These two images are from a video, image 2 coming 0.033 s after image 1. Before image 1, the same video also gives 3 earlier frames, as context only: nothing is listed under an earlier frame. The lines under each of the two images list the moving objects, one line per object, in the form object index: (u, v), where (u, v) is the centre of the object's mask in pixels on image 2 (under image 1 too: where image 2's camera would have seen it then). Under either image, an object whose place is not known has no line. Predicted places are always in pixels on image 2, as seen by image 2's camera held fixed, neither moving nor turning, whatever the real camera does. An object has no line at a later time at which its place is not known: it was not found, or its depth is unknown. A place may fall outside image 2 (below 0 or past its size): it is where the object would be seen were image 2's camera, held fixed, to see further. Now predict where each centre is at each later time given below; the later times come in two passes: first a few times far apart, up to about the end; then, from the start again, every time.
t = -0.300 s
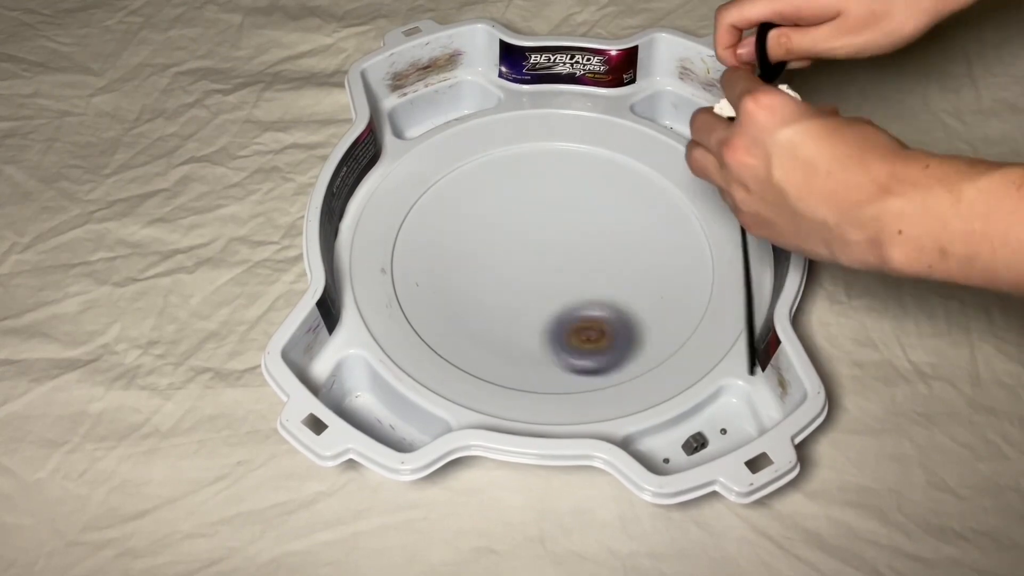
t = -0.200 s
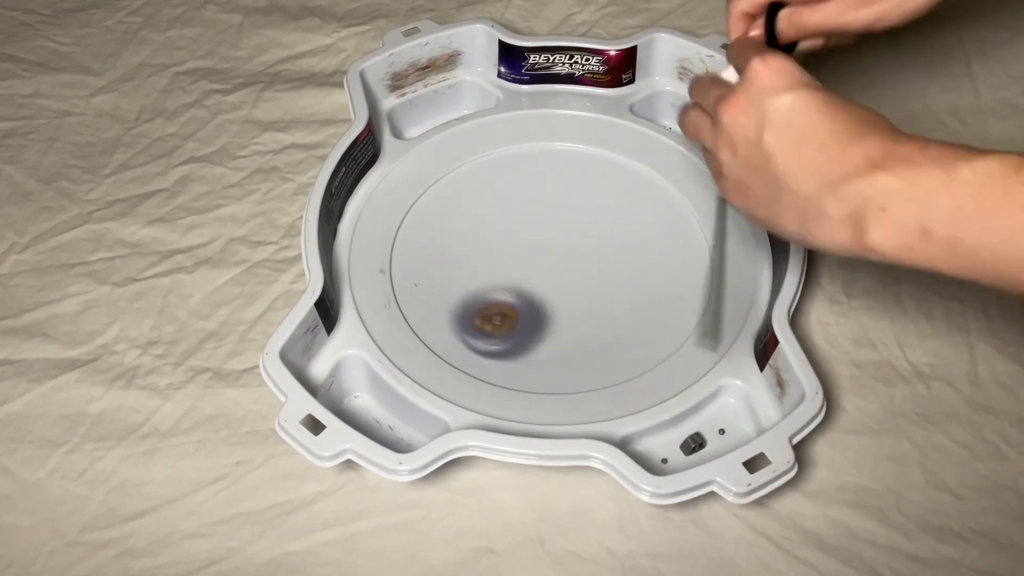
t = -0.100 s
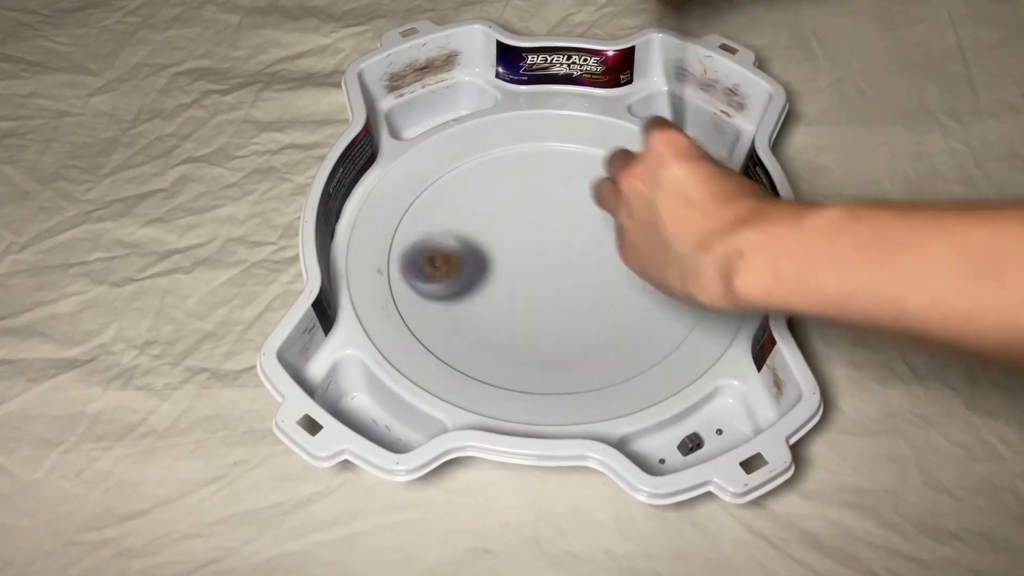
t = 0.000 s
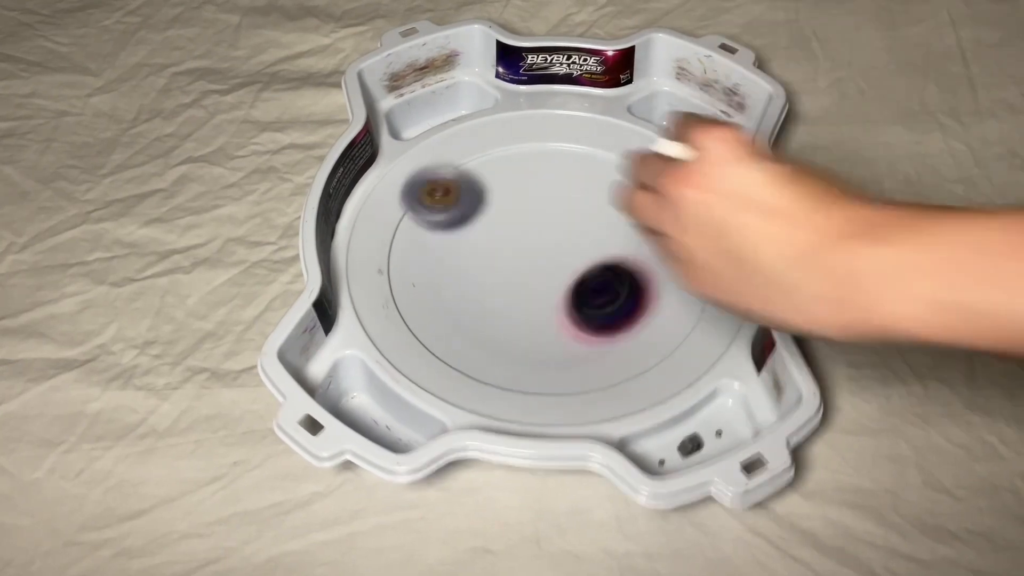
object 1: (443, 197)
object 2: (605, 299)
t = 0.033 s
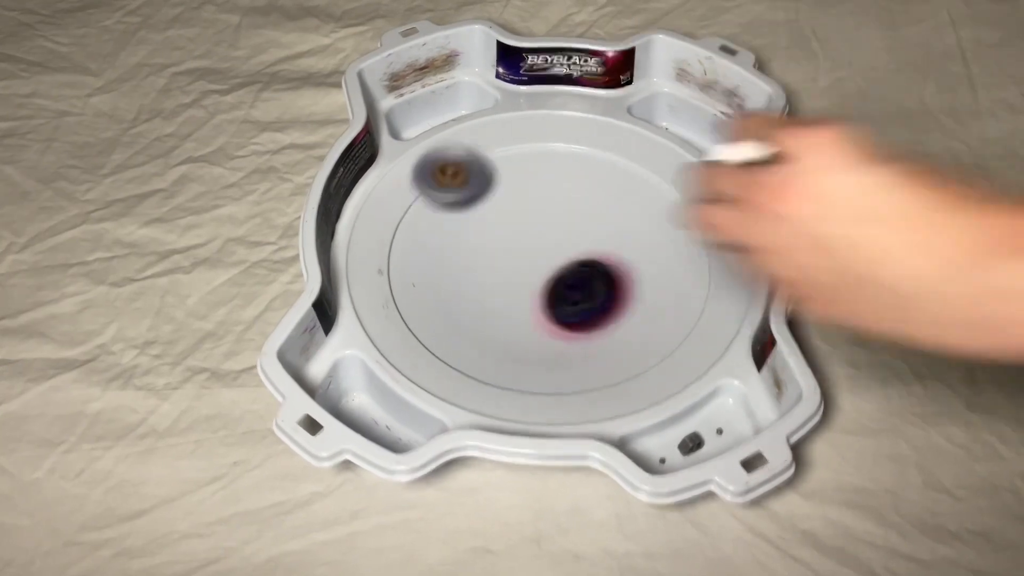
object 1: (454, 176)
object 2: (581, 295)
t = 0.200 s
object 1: (564, 134)
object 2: (481, 276)
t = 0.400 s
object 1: (685, 203)
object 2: (524, 273)
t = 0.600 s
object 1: (658, 327)
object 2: (648, 261)
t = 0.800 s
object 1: (482, 320)
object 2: (666, 215)
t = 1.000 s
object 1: (443, 198)
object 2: (588, 210)
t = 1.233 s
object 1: (578, 135)
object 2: (527, 293)
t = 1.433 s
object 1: (683, 219)
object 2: (595, 330)
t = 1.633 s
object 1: (700, 208)
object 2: (609, 343)
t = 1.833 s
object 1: (578, 187)
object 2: (599, 299)
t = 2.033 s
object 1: (482, 188)
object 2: (572, 233)
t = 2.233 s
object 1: (413, 145)
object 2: (560, 259)
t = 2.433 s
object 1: (533, 161)
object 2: (596, 281)
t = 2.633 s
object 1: (642, 162)
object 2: (580, 255)
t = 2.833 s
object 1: (617, 192)
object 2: (549, 258)
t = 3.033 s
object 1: (571, 183)
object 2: (532, 285)
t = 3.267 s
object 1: (520, 173)
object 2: (539, 276)
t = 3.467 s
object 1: (494, 191)
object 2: (547, 253)
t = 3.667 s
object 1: (471, 197)
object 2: (531, 243)
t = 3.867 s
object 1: (470, 201)
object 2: (532, 244)
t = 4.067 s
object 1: (486, 211)
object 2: (558, 241)
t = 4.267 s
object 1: (493, 223)
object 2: (574, 227)
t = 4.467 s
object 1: (508, 242)
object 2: (574, 217)
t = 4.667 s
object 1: (525, 262)
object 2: (568, 217)
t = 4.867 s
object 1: (540, 275)
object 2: (562, 221)
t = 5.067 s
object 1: (556, 292)
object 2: (552, 233)
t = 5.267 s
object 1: (585, 303)
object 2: (549, 249)
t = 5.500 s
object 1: (615, 307)
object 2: (547, 256)
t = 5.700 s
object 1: (621, 287)
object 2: (544, 255)
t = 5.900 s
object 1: (624, 252)
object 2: (537, 251)
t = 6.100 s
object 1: (618, 217)
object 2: (538, 246)
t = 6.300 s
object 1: (600, 189)
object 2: (543, 242)
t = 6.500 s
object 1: (579, 171)
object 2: (548, 239)
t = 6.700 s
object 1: (556, 166)
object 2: (556, 237)
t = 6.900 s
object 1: (532, 174)
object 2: (563, 237)
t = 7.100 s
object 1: (510, 194)
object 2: (566, 238)
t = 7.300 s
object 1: (494, 223)
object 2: (564, 241)
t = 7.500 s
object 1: (491, 255)
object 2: (560, 244)
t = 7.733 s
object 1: (507, 285)
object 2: (551, 243)
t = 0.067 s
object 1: (469, 158)
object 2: (556, 295)
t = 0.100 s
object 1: (487, 140)
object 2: (531, 292)
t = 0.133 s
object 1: (511, 133)
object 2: (510, 287)
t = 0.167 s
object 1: (538, 132)
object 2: (493, 281)
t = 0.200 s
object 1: (564, 134)
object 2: (481, 276)
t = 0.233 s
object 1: (591, 137)
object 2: (474, 272)
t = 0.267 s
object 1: (615, 144)
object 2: (474, 269)
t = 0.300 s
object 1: (636, 153)
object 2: (480, 269)
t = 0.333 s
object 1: (656, 168)
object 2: (492, 271)
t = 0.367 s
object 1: (672, 184)
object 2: (507, 272)
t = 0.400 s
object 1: (685, 203)
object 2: (524, 273)
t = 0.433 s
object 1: (693, 223)
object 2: (543, 274)
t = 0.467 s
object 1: (696, 244)
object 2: (564, 274)
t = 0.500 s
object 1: (693, 265)
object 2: (586, 275)
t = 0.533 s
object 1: (684, 285)
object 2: (607, 273)
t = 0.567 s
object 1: (676, 309)
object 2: (626, 266)
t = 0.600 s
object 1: (658, 327)
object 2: (648, 261)
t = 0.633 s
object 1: (633, 338)
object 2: (667, 253)
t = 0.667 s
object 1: (601, 346)
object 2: (686, 243)
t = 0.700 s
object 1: (568, 347)
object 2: (694, 233)
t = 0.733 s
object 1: (537, 343)
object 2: (685, 227)
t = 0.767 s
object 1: (507, 334)
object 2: (676, 221)
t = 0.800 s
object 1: (482, 320)
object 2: (666, 215)
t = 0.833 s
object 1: (462, 302)
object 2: (656, 209)
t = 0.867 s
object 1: (446, 284)
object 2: (645, 205)
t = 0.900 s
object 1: (437, 262)
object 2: (633, 202)
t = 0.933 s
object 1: (433, 240)
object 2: (620, 202)
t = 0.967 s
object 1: (436, 219)
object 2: (604, 204)
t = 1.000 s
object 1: (443, 198)
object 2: (588, 210)
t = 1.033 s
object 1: (455, 178)
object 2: (573, 217)
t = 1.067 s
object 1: (470, 161)
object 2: (559, 228)
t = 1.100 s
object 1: (487, 146)
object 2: (547, 240)
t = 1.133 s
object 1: (505, 137)
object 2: (536, 253)
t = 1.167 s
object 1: (528, 131)
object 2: (530, 267)
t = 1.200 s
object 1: (552, 132)
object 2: (527, 280)
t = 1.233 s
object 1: (578, 135)
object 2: (527, 293)
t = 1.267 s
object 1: (602, 141)
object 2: (529, 305)
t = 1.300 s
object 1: (625, 152)
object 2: (539, 315)
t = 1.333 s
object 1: (645, 165)
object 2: (546, 324)
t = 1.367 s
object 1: (662, 180)
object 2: (563, 329)
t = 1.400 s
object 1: (675, 198)
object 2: (575, 331)
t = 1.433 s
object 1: (683, 219)
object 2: (595, 330)
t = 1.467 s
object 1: (686, 239)
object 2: (613, 327)
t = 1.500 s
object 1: (682, 258)
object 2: (630, 321)
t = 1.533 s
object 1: (698, 246)
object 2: (625, 330)
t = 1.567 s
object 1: (708, 231)
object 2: (620, 338)
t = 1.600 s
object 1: (707, 218)
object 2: (615, 342)
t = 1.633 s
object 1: (700, 208)
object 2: (609, 343)
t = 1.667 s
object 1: (683, 203)
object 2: (605, 341)
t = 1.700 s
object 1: (663, 198)
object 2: (601, 337)
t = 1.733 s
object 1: (642, 193)
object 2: (599, 331)
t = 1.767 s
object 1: (621, 190)
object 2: (597, 322)
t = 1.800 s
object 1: (599, 188)
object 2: (599, 312)
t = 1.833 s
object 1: (578, 187)
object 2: (599, 299)
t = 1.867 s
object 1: (557, 185)
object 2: (600, 286)
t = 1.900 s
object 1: (538, 186)
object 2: (599, 272)
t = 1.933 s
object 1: (521, 186)
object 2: (595, 260)
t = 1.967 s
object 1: (505, 186)
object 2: (589, 249)
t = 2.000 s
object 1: (492, 186)
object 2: (579, 240)
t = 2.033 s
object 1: (482, 188)
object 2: (572, 233)
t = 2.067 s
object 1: (475, 190)
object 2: (561, 227)
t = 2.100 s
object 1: (471, 192)
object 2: (547, 223)
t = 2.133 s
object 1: (469, 194)
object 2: (534, 221)
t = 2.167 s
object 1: (451, 183)
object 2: (535, 231)
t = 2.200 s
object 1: (422, 162)
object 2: (549, 246)
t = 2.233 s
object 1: (413, 145)
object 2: (560, 259)
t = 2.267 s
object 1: (431, 140)
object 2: (568, 270)
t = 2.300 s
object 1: (447, 145)
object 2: (576, 277)
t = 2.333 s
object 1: (466, 154)
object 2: (582, 282)
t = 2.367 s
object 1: (487, 156)
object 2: (589, 284)
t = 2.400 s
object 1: (510, 159)
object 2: (593, 284)
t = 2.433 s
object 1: (533, 161)
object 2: (596, 281)
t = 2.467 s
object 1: (556, 166)
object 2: (599, 276)
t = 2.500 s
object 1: (576, 170)
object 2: (600, 268)
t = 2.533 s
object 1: (594, 175)
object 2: (602, 259)
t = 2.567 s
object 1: (609, 182)
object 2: (600, 252)
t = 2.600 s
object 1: (626, 173)
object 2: (590, 252)
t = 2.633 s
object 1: (642, 162)
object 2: (580, 255)
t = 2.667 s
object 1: (644, 163)
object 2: (574, 256)
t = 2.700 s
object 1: (642, 170)
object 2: (564, 257)
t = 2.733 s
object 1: (638, 175)
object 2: (559, 256)
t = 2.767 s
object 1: (631, 182)
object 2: (557, 256)
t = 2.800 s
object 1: (625, 186)
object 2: (551, 257)
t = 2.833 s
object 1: (617, 192)
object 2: (549, 258)
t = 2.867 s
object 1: (608, 197)
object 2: (547, 261)
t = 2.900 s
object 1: (599, 202)
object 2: (547, 262)
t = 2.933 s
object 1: (591, 203)
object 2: (547, 265)
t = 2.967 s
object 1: (587, 194)
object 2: (541, 273)
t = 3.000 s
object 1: (580, 188)
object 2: (538, 280)
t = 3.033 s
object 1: (571, 183)
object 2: (532, 285)
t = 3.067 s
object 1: (563, 180)
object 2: (531, 287)
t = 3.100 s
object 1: (554, 177)
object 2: (532, 287)
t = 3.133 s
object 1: (547, 175)
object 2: (530, 287)
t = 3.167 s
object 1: (539, 174)
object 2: (531, 285)
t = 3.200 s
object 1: (532, 173)
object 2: (532, 282)
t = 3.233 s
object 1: (526, 173)
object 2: (536, 279)
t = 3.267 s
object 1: (520, 173)
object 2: (539, 276)
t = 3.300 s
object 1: (514, 175)
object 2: (542, 272)
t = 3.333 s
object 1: (510, 176)
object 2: (543, 268)
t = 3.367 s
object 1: (505, 179)
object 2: (545, 264)
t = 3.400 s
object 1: (501, 183)
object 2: (547, 260)
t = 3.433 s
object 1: (498, 186)
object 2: (548, 257)
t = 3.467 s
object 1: (494, 191)
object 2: (547, 253)
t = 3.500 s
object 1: (492, 195)
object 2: (545, 249)
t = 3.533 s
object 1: (487, 197)
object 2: (544, 248)
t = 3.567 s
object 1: (480, 195)
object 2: (543, 248)
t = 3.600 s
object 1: (476, 195)
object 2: (541, 247)
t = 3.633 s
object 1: (473, 195)
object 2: (538, 245)
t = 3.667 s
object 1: (471, 197)
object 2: (531, 243)
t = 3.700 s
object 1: (469, 197)
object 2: (529, 243)
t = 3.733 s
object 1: (465, 196)
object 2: (528, 244)
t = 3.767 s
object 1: (463, 196)
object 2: (529, 245)
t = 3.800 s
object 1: (464, 197)
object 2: (530, 245)
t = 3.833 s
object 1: (467, 199)
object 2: (532, 245)
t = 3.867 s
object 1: (470, 201)
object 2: (532, 244)
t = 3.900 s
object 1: (473, 203)
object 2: (538, 245)
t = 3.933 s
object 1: (475, 204)
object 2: (542, 245)
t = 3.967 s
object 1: (477, 204)
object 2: (545, 244)
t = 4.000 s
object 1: (480, 206)
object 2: (548, 244)
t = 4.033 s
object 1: (483, 208)
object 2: (551, 243)
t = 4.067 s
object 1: (486, 211)
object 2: (558, 241)
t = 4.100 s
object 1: (487, 211)
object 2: (561, 239)
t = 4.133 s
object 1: (489, 213)
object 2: (563, 237)
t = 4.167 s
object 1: (492, 216)
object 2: (565, 234)
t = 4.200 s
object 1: (495, 218)
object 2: (567, 232)
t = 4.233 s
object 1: (495, 220)
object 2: (573, 230)
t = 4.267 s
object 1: (493, 223)
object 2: (574, 227)
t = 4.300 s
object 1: (494, 225)
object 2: (575, 226)
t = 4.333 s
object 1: (496, 229)
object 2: (574, 224)
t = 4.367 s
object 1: (500, 232)
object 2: (574, 222)
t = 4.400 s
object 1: (504, 234)
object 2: (574, 220)
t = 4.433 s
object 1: (505, 238)
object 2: (575, 219)
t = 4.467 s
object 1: (508, 242)
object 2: (574, 217)
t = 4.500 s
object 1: (510, 245)
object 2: (574, 217)
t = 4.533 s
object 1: (514, 249)
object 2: (575, 216)
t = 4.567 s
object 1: (518, 252)
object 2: (572, 216)
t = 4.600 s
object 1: (519, 256)
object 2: (571, 216)
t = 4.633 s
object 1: (521, 259)
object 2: (570, 216)
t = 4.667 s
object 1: (525, 262)
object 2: (568, 217)
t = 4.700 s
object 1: (528, 264)
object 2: (567, 217)
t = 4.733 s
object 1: (531, 267)
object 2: (566, 218)
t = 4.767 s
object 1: (534, 270)
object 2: (565, 218)
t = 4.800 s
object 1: (537, 272)
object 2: (564, 219)
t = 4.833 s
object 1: (539, 273)
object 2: (563, 221)
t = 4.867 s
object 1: (540, 275)
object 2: (562, 221)
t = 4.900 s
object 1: (541, 278)
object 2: (560, 223)
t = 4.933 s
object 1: (542, 280)
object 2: (559, 224)
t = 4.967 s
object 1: (545, 282)
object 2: (560, 227)
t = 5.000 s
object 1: (548, 283)
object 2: (556, 228)
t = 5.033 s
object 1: (551, 288)
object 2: (553, 230)
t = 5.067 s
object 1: (556, 292)
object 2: (552, 233)
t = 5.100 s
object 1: (561, 294)
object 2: (551, 236)
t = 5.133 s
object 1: (566, 296)
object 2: (550, 239)
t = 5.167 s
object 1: (570, 298)
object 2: (550, 242)
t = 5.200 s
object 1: (575, 299)
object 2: (549, 245)
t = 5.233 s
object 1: (580, 301)
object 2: (549, 247)
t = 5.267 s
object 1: (585, 303)
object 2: (549, 249)
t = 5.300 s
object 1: (588, 304)
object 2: (550, 252)
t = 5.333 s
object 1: (592, 304)
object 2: (550, 255)
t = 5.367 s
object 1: (595, 304)
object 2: (551, 257)
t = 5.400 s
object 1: (603, 306)
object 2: (550, 258)
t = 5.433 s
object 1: (608, 307)
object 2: (549, 258)
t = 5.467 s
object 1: (612, 308)
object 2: (548, 257)
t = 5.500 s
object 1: (615, 307)
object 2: (547, 256)
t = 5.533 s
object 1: (618, 306)
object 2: (546, 256)
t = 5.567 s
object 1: (619, 304)
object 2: (545, 256)
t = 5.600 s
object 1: (621, 301)
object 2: (546, 256)
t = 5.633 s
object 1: (622, 296)
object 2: (545, 256)
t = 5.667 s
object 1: (622, 292)
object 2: (544, 256)
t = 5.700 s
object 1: (621, 287)
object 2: (544, 255)
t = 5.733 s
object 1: (619, 281)
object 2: (543, 255)
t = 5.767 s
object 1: (619, 275)
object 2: (541, 254)
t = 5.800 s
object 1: (620, 268)
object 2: (540, 253)
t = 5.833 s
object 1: (622, 263)
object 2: (538, 252)
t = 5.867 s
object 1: (623, 257)
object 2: (537, 251)
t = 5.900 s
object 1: (624, 252)
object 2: (537, 251)
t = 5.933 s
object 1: (624, 246)
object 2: (537, 250)
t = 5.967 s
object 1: (622, 240)
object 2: (538, 249)
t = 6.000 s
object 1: (622, 234)
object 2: (535, 248)
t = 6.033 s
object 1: (621, 228)
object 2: (535, 248)
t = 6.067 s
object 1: (619, 223)
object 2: (537, 247)
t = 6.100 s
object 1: (618, 217)
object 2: (538, 246)
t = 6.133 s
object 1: (615, 211)
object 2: (539, 245)
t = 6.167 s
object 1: (612, 206)
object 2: (539, 244)
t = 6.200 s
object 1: (609, 202)
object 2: (537, 243)
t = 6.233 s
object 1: (606, 197)
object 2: (538, 243)
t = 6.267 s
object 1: (604, 193)
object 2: (542, 242)
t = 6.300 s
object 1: (600, 189)
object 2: (543, 242)
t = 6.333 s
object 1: (596, 185)
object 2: (544, 241)
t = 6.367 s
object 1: (593, 182)
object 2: (545, 241)
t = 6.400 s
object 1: (589, 179)
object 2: (546, 240)
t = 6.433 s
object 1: (585, 176)
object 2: (545, 239)
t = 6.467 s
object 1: (582, 173)
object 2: (548, 239)
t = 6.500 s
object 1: (579, 171)
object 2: (548, 239)
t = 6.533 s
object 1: (575, 170)
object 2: (551, 238)
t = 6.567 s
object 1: (571, 168)
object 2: (551, 238)
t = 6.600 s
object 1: (567, 167)
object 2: (551, 237)
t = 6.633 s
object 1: (564, 166)
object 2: (553, 237)
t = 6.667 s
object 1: (560, 166)
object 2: (555, 237)
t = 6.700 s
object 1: (556, 166)
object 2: (556, 237)
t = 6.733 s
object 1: (552, 166)
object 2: (558, 237)
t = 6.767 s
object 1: (548, 167)
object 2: (559, 237)
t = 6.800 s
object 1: (544, 168)
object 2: (560, 237)
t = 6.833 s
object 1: (540, 170)
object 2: (561, 237)
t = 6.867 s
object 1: (536, 172)
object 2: (562, 237)
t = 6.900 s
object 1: (532, 174)
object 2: (563, 237)
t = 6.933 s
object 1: (528, 177)
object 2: (564, 237)
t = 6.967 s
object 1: (524, 179)
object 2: (564, 237)
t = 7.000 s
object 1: (521, 183)
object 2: (565, 237)
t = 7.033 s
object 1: (517, 186)
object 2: (565, 238)
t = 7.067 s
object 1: (514, 191)
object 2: (566, 238)
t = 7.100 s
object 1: (510, 194)
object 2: (566, 238)
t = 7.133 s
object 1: (507, 199)
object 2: (566, 239)
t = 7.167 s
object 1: (504, 203)
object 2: (565, 239)
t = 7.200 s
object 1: (501, 208)
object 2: (565, 240)
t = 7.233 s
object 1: (498, 213)
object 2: (565, 240)
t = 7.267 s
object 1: (496, 218)
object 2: (565, 241)
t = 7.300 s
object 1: (494, 223)
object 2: (564, 241)
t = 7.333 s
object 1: (493, 228)
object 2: (564, 242)
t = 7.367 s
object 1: (492, 234)
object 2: (563, 242)
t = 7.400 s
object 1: (491, 239)
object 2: (562, 242)
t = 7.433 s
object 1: (491, 244)
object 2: (562, 243)
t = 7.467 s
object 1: (491, 250)
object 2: (561, 243)
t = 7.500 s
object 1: (491, 255)
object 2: (560, 244)
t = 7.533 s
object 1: (492, 260)
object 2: (559, 244)
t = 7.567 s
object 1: (493, 264)
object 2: (558, 245)
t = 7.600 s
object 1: (495, 269)
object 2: (556, 245)
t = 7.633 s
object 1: (497, 273)
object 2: (555, 245)
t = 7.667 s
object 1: (500, 277)
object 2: (554, 245)
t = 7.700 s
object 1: (503, 281)
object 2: (552, 244)
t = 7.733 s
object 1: (507, 285)
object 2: (551, 243)
